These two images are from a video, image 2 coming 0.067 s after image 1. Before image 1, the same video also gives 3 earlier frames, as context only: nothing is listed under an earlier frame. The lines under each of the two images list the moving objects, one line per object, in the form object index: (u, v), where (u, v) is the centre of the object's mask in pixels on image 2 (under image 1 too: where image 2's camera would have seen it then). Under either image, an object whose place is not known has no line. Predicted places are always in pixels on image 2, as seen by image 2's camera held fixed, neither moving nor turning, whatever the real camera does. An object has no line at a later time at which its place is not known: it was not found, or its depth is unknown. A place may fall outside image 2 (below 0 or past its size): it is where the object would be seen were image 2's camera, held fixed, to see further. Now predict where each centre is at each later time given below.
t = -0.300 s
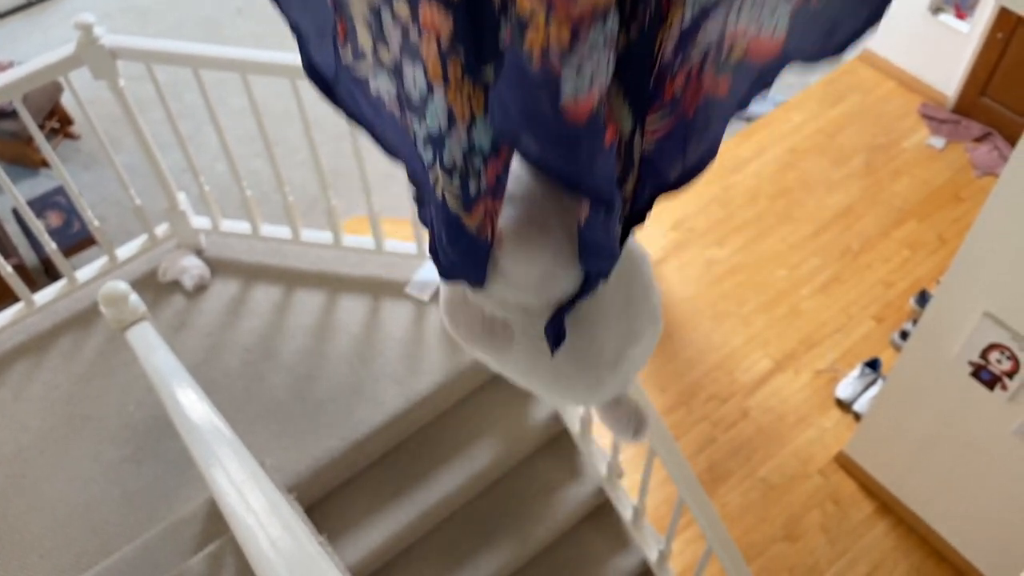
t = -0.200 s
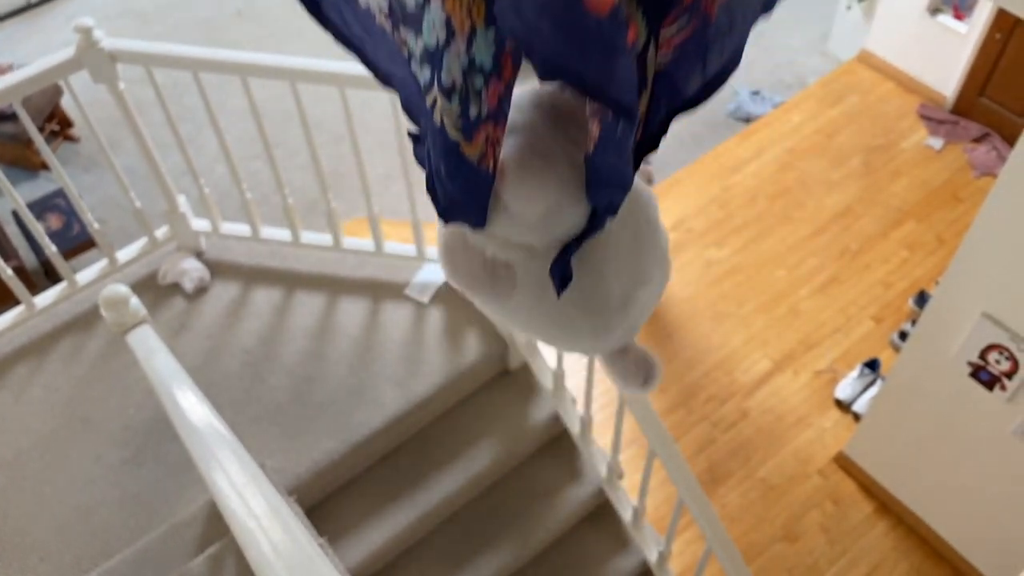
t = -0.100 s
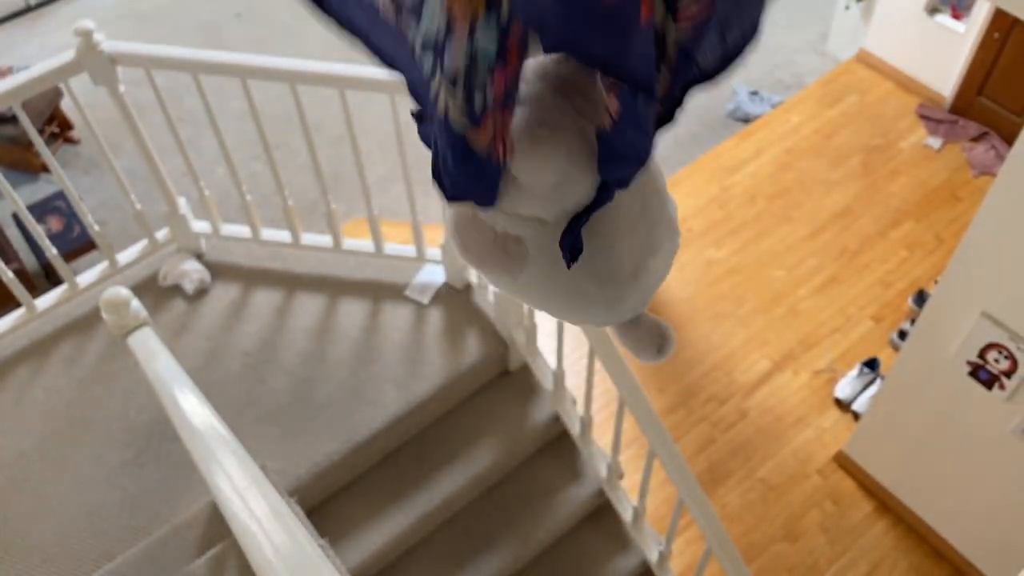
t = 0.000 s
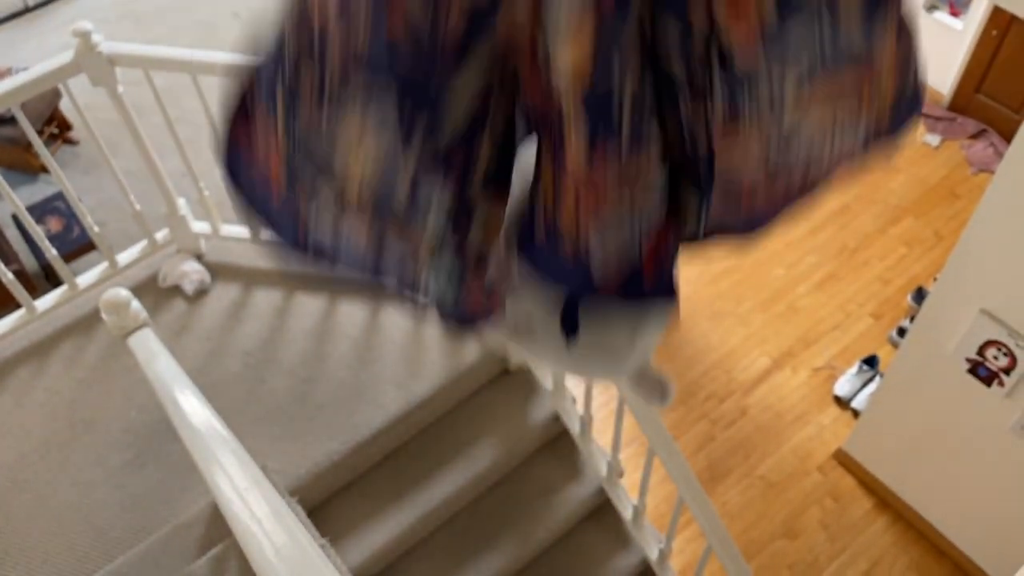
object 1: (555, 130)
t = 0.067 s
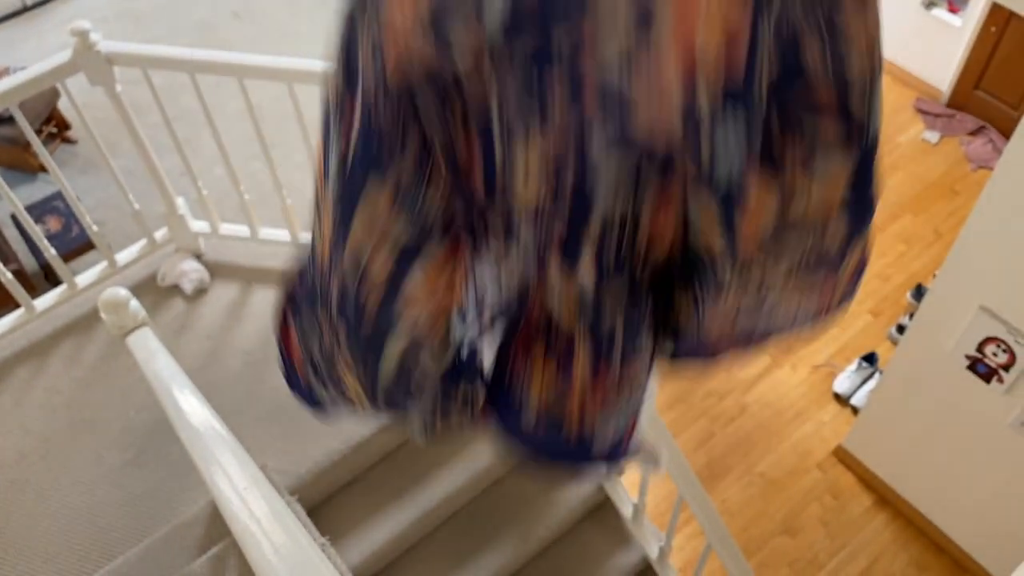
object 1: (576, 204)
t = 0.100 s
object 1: (580, 246)
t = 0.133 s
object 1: (571, 319)
